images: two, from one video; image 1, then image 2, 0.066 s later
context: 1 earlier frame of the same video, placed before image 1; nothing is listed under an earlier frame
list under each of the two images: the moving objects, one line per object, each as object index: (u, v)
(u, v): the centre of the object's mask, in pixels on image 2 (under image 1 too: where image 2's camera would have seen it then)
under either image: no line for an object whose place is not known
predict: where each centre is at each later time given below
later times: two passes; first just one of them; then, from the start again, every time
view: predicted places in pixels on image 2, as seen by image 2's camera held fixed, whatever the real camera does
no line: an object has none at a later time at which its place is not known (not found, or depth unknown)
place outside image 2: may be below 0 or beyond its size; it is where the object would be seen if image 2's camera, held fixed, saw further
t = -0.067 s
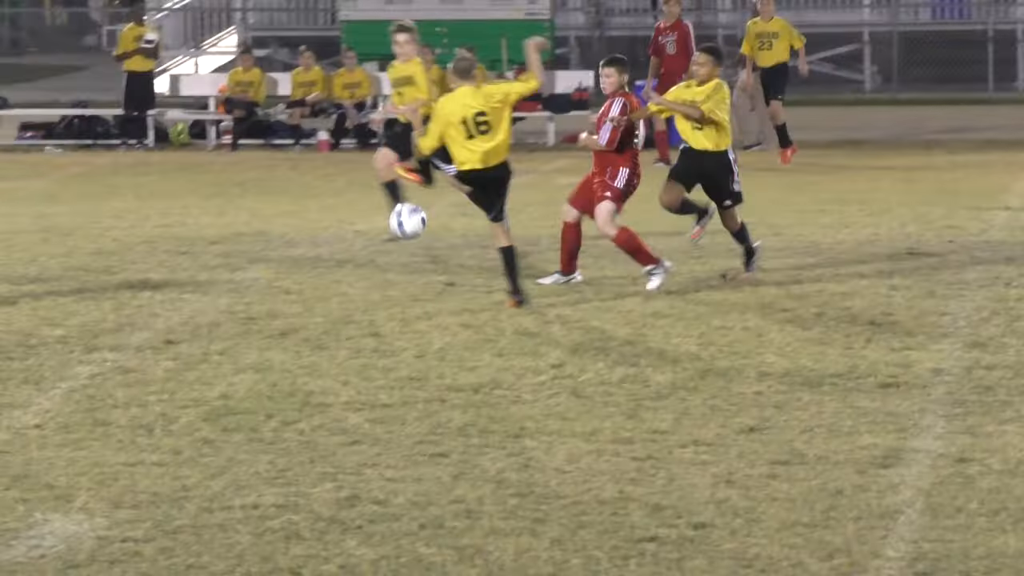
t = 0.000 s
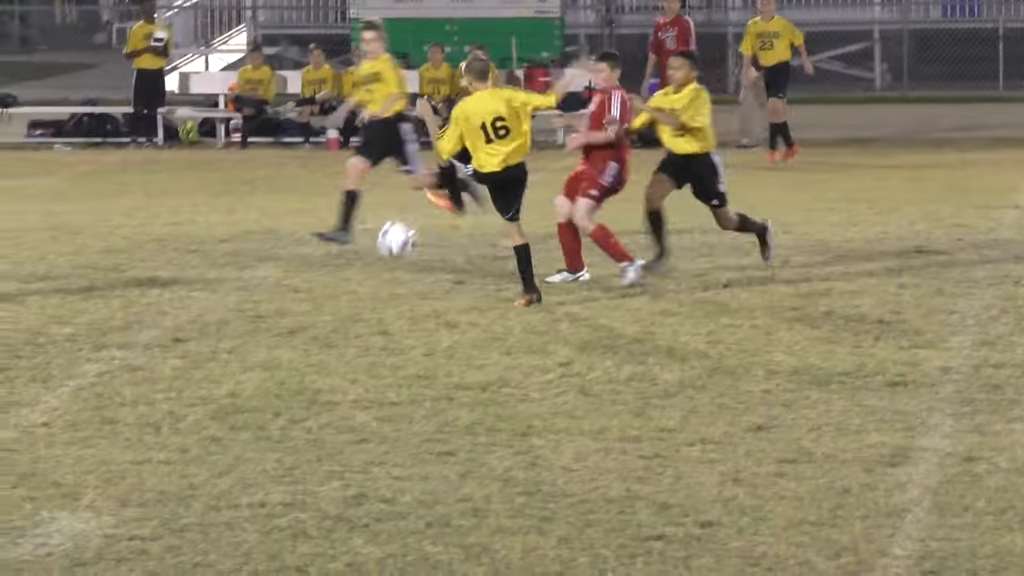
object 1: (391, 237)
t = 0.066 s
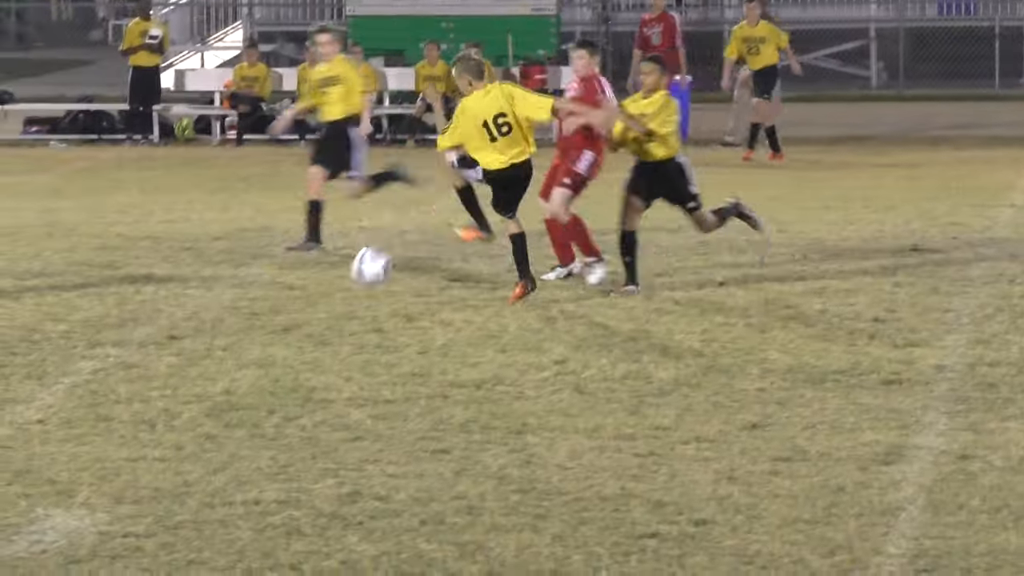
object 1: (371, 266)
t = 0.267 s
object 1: (301, 266)
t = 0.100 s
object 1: (360, 283)
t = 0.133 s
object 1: (349, 298)
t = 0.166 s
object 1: (338, 288)
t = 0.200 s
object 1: (325, 279)
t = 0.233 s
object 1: (313, 272)
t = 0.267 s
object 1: (301, 266)
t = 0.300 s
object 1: (290, 262)
